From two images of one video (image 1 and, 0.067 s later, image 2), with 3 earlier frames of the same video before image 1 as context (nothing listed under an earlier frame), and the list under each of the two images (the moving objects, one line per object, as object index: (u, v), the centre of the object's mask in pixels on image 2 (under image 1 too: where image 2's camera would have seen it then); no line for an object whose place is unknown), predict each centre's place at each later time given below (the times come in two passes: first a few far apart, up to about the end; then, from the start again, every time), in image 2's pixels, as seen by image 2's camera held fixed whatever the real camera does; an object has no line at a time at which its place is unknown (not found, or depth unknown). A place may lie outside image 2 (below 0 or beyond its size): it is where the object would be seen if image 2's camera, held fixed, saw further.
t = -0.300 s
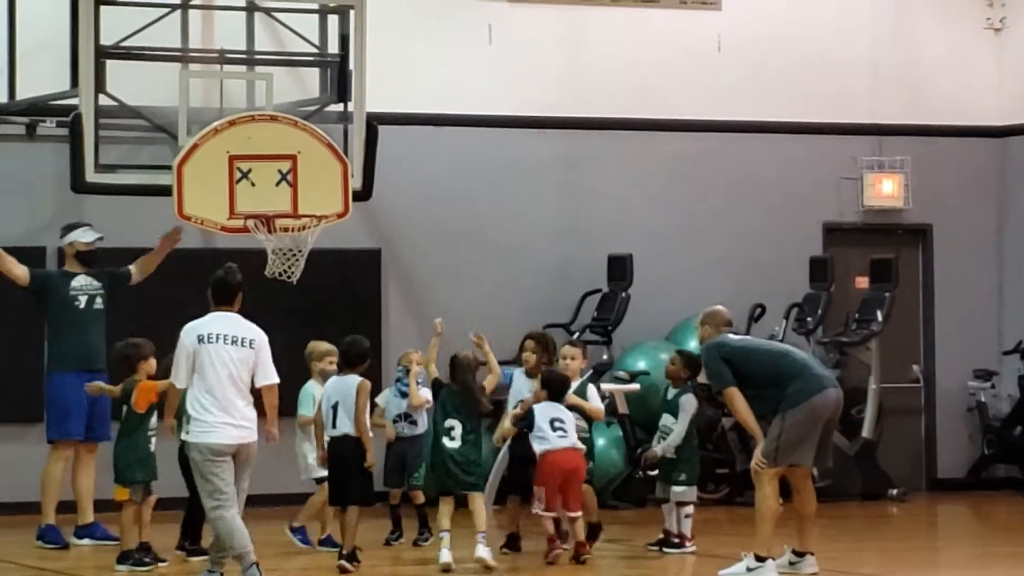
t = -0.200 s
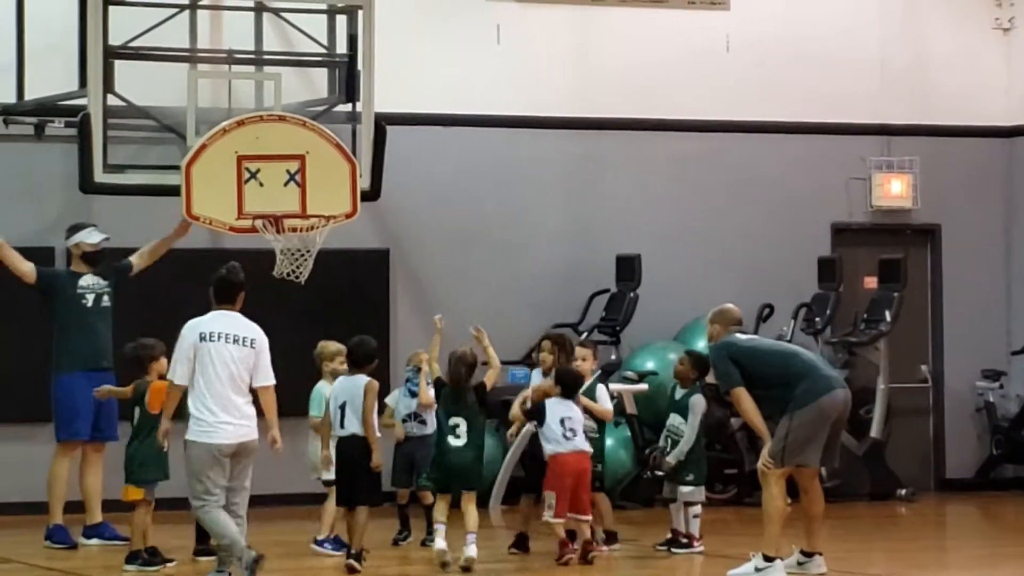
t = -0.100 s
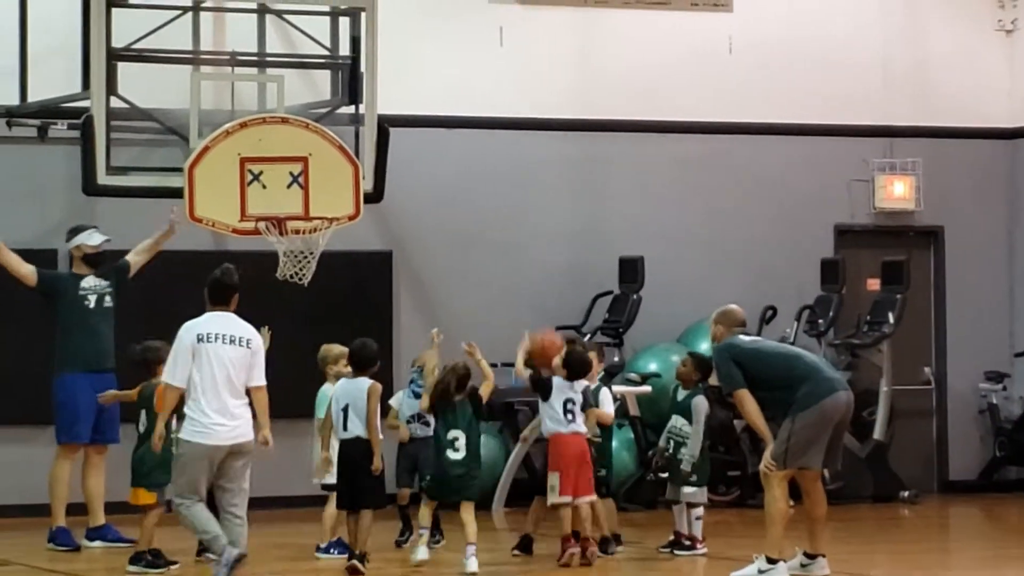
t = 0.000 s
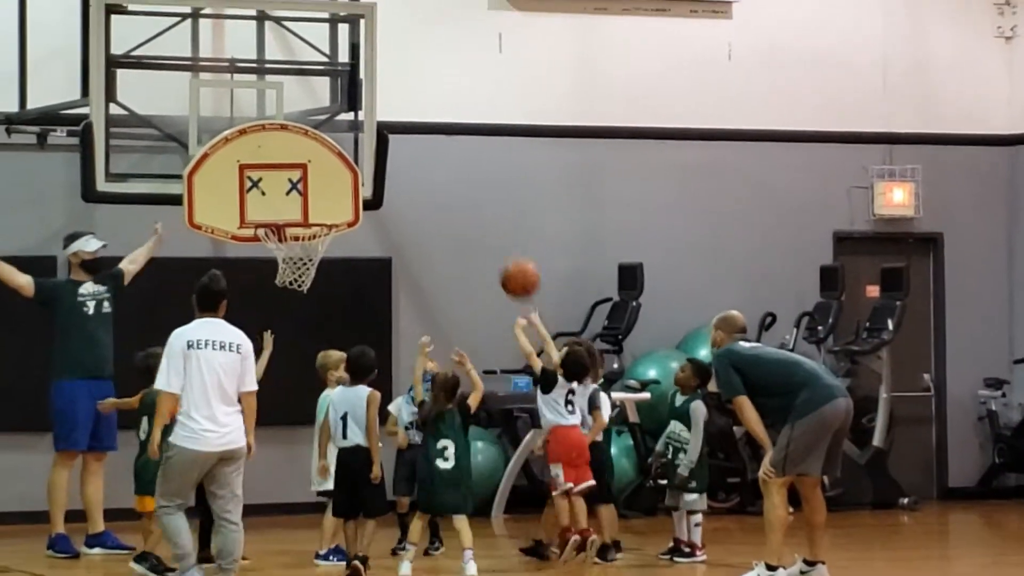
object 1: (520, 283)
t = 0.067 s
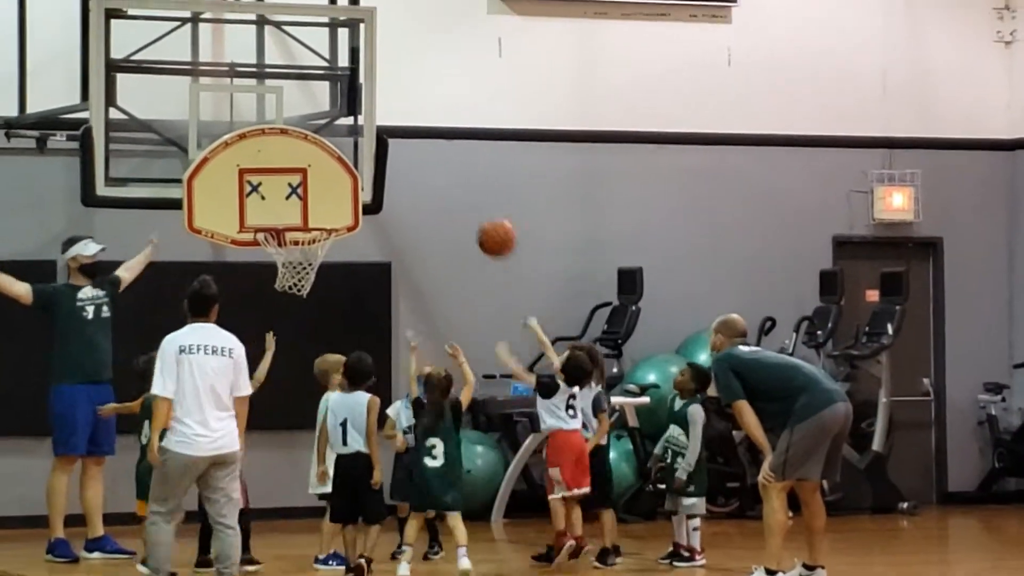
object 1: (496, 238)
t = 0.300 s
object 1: (419, 140)
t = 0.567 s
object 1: (336, 143)
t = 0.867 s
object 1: (276, 184)
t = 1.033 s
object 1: (277, 182)
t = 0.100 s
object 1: (485, 218)
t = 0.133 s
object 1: (473, 200)
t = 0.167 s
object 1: (463, 184)
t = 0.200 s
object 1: (451, 171)
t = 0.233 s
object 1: (440, 158)
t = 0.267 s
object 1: (429, 147)
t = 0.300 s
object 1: (419, 140)
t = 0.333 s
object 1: (408, 134)
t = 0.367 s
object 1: (398, 129)
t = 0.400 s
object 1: (388, 127)
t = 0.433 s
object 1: (377, 127)
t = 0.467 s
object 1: (366, 128)
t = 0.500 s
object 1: (356, 131)
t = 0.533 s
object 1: (345, 136)
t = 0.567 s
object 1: (336, 143)
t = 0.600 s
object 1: (325, 152)
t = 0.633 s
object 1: (314, 163)
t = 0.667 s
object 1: (304, 176)
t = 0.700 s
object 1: (294, 189)
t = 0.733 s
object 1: (284, 204)
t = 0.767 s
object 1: (278, 206)
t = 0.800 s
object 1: (275, 195)
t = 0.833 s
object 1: (276, 187)
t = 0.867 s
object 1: (276, 184)
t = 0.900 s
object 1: (275, 179)
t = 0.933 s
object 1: (276, 177)
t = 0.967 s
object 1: (276, 177)
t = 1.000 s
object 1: (276, 178)
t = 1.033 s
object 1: (277, 182)
